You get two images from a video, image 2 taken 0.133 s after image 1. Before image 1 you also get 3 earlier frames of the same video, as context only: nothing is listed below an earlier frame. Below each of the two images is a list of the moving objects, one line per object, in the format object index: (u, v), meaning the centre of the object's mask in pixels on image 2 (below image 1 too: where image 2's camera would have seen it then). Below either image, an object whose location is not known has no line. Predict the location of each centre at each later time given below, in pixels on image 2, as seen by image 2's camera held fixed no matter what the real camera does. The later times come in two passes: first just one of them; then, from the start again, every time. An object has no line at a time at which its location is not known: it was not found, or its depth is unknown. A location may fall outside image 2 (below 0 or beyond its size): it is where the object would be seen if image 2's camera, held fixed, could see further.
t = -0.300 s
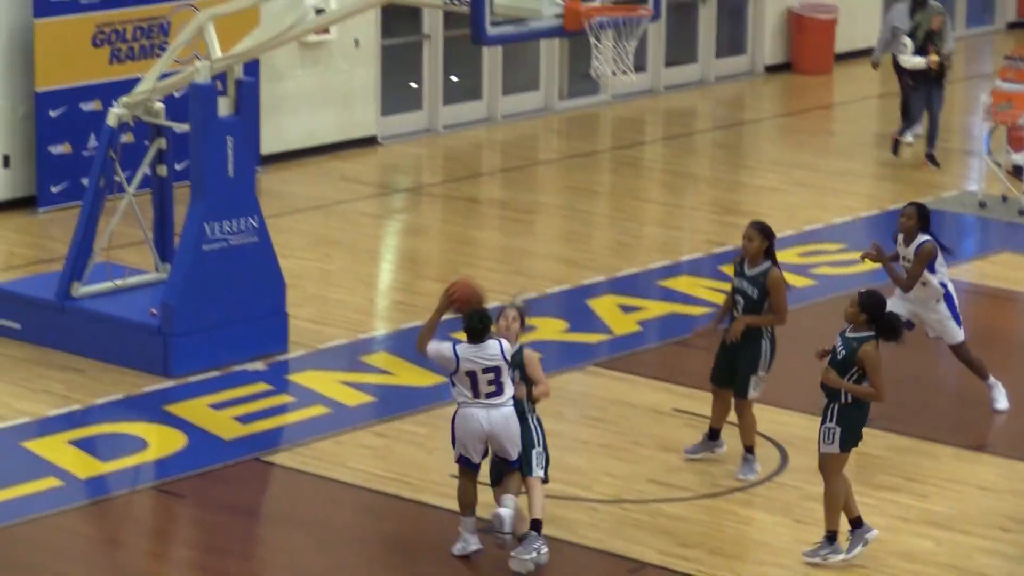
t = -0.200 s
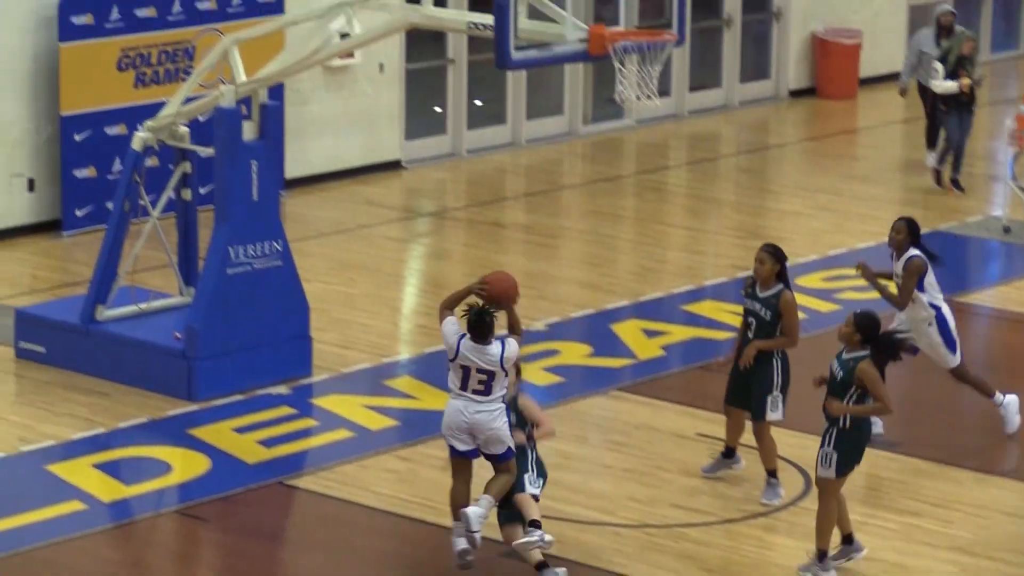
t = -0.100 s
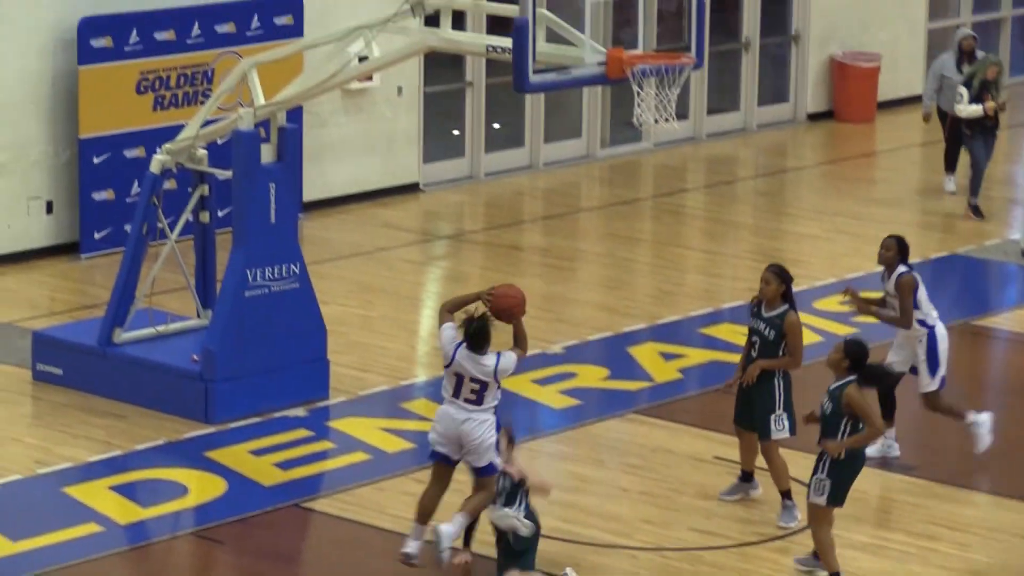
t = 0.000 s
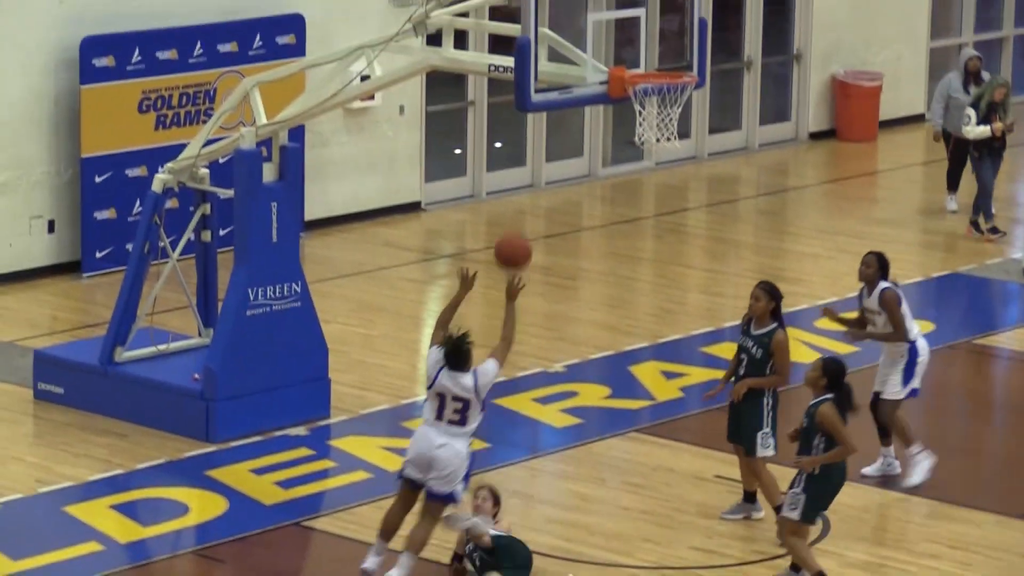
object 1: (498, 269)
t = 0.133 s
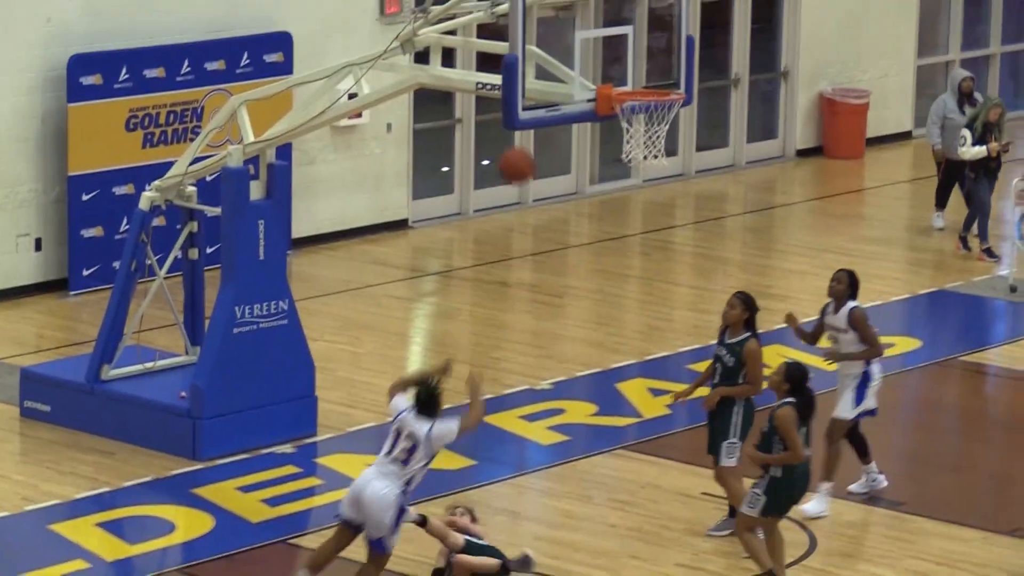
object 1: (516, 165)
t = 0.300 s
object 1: (536, 77)
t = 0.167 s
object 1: (520, 142)
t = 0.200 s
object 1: (524, 124)
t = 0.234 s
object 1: (528, 108)
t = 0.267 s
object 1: (533, 91)
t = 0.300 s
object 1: (536, 77)
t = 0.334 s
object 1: (540, 66)
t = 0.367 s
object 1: (543, 56)
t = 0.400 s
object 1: (547, 47)
